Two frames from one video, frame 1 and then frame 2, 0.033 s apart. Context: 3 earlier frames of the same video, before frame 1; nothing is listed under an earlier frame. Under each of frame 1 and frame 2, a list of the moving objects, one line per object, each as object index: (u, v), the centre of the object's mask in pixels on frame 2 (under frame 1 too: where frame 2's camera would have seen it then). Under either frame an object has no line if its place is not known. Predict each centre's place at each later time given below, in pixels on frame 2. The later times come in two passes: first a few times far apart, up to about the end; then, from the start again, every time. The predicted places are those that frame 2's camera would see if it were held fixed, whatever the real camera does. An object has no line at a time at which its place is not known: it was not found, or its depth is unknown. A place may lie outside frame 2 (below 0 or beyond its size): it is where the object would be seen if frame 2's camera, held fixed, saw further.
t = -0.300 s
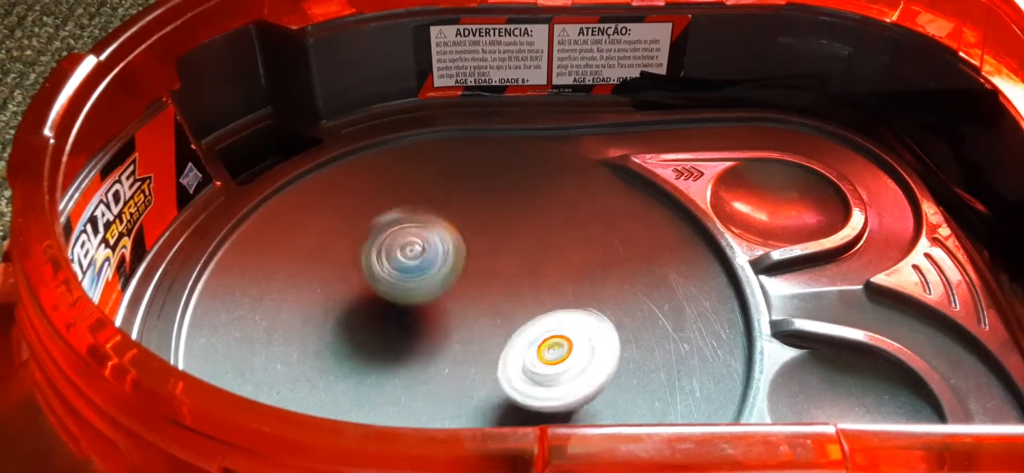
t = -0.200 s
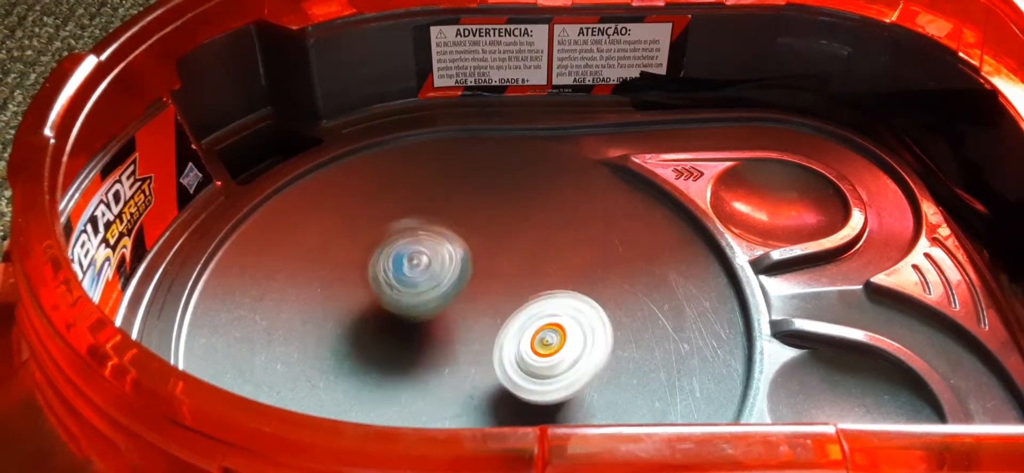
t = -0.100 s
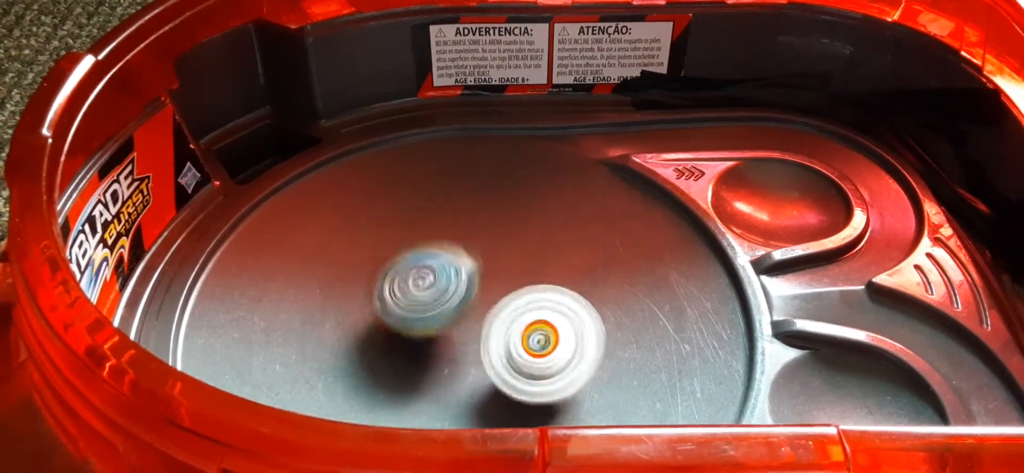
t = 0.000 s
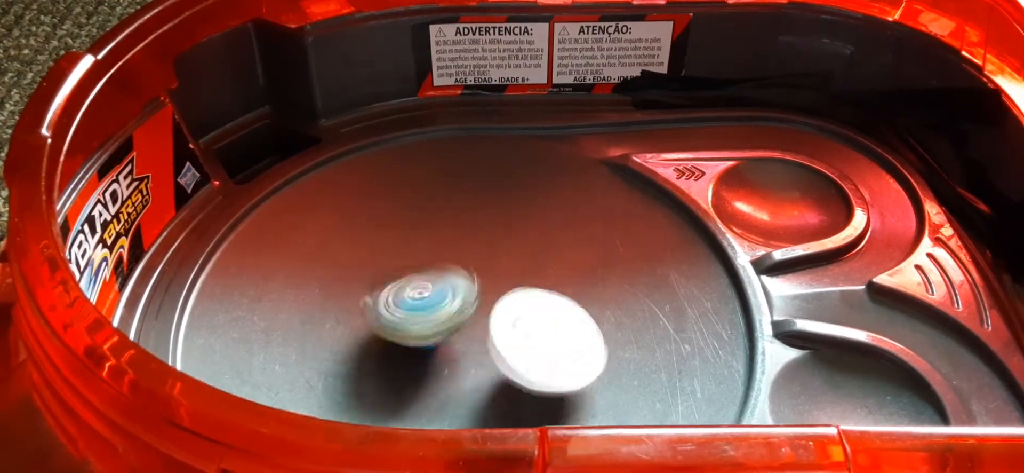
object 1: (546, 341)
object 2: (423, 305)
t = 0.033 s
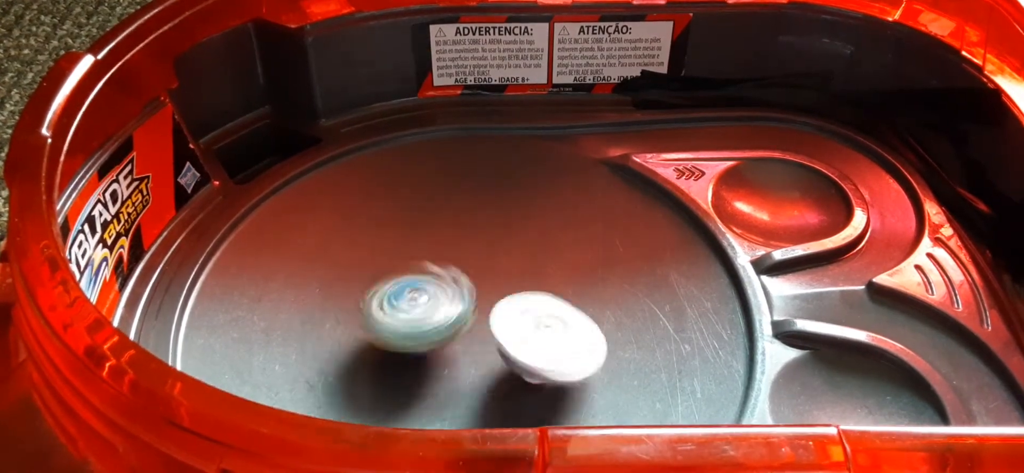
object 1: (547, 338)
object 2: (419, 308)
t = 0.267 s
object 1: (540, 347)
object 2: (393, 315)
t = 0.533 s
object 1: (526, 342)
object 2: (402, 310)
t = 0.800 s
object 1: (537, 333)
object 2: (413, 304)
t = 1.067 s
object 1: (535, 325)
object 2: (415, 302)
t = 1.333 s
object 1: (561, 312)
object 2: (400, 277)
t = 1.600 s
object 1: (538, 318)
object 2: (434, 294)
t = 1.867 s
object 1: (570, 377)
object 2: (415, 314)
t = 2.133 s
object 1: (574, 365)
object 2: (406, 316)
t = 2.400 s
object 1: (595, 338)
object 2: (420, 324)
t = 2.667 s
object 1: (570, 355)
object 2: (432, 341)
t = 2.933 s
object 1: (567, 363)
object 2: (424, 352)
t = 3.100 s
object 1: (567, 363)
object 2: (450, 358)
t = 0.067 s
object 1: (538, 337)
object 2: (413, 311)
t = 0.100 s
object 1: (532, 341)
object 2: (406, 313)
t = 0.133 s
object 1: (536, 344)
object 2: (401, 314)
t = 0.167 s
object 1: (541, 344)
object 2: (398, 314)
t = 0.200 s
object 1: (542, 342)
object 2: (395, 315)
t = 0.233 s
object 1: (537, 344)
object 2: (395, 315)
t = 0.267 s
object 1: (540, 347)
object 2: (393, 315)
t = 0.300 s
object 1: (542, 344)
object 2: (392, 315)
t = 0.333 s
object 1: (535, 343)
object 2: (390, 316)
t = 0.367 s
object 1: (530, 345)
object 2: (391, 315)
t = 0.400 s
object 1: (530, 347)
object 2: (394, 316)
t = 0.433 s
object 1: (532, 346)
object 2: (396, 319)
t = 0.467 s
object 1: (529, 341)
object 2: (399, 319)
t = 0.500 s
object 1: (523, 341)
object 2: (399, 318)
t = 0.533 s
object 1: (526, 342)
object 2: (402, 310)
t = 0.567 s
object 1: (527, 342)
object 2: (405, 309)
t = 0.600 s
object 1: (526, 343)
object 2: (406, 309)
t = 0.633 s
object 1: (528, 343)
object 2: (405, 313)
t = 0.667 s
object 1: (530, 341)
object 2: (403, 311)
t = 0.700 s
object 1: (527, 339)
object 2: (410, 308)
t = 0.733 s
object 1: (528, 339)
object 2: (414, 307)
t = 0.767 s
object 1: (533, 336)
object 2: (413, 307)
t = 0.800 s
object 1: (537, 333)
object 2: (413, 304)
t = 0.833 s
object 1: (532, 332)
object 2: (415, 302)
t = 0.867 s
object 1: (524, 334)
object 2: (414, 303)
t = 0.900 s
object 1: (521, 338)
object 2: (411, 303)
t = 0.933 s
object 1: (526, 340)
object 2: (410, 302)
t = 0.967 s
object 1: (530, 336)
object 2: (413, 300)
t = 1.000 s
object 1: (531, 331)
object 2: (416, 301)
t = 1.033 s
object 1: (531, 326)
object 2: (417, 303)
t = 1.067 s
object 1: (535, 325)
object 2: (415, 302)
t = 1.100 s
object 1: (534, 324)
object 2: (415, 299)
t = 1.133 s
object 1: (535, 325)
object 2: (418, 294)
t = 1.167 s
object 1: (544, 326)
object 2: (411, 292)
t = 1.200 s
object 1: (551, 324)
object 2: (410, 292)
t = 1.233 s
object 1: (558, 321)
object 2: (406, 292)
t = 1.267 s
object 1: (562, 317)
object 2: (399, 286)
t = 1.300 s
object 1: (563, 313)
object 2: (396, 280)
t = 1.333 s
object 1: (561, 312)
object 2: (400, 277)
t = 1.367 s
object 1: (558, 310)
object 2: (405, 278)
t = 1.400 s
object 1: (556, 310)
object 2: (406, 282)
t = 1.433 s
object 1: (555, 309)
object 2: (406, 282)
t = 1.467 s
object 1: (552, 308)
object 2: (412, 281)
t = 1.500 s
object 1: (549, 307)
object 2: (422, 277)
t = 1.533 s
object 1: (543, 310)
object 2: (427, 283)
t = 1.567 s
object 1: (541, 314)
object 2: (431, 291)
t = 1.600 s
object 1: (538, 318)
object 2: (434, 294)
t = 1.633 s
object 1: (534, 323)
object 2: (434, 297)
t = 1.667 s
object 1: (533, 330)
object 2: (435, 298)
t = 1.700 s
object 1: (538, 342)
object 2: (435, 300)
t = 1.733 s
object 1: (545, 352)
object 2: (436, 304)
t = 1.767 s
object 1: (551, 360)
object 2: (432, 305)
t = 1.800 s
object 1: (557, 368)
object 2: (426, 309)
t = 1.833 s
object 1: (564, 373)
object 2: (418, 312)
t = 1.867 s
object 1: (570, 377)
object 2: (415, 314)
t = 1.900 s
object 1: (575, 378)
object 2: (416, 315)
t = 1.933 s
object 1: (578, 378)
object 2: (414, 314)
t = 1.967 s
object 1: (579, 377)
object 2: (405, 317)
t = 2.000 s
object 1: (580, 376)
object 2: (399, 317)
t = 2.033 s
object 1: (578, 375)
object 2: (400, 314)
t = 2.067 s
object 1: (575, 373)
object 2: (404, 312)
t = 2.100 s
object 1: (574, 370)
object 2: (407, 313)
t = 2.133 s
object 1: (574, 365)
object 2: (406, 316)
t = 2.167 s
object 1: (573, 359)
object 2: (403, 317)
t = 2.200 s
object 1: (574, 354)
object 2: (401, 313)
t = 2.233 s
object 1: (577, 349)
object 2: (412, 308)
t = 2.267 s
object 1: (582, 344)
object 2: (421, 312)
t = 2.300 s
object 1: (587, 341)
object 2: (425, 317)
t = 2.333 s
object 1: (592, 338)
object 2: (423, 322)
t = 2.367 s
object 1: (595, 337)
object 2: (425, 323)
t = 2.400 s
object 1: (595, 338)
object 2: (420, 324)
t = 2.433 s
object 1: (593, 338)
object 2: (424, 320)
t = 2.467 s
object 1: (588, 340)
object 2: (434, 321)
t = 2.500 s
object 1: (583, 342)
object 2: (434, 327)
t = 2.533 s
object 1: (579, 345)
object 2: (431, 336)
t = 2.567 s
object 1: (574, 349)
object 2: (425, 340)
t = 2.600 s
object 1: (571, 352)
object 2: (423, 341)
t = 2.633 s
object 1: (570, 354)
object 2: (423, 343)
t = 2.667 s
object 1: (570, 355)
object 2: (432, 341)
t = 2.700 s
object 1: (569, 356)
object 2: (434, 346)
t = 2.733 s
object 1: (569, 357)
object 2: (428, 349)
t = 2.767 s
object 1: (568, 359)
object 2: (420, 349)
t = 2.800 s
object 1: (568, 362)
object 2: (418, 348)
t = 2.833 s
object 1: (567, 364)
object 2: (427, 345)
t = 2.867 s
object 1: (568, 365)
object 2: (429, 348)
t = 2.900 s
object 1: (568, 364)
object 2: (428, 353)
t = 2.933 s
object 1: (567, 363)
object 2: (424, 352)
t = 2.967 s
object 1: (568, 361)
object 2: (430, 347)
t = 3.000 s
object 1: (568, 359)
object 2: (440, 343)
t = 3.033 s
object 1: (568, 360)
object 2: (448, 347)
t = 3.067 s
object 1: (568, 361)
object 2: (452, 353)
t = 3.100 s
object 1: (567, 363)
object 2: (450, 358)
